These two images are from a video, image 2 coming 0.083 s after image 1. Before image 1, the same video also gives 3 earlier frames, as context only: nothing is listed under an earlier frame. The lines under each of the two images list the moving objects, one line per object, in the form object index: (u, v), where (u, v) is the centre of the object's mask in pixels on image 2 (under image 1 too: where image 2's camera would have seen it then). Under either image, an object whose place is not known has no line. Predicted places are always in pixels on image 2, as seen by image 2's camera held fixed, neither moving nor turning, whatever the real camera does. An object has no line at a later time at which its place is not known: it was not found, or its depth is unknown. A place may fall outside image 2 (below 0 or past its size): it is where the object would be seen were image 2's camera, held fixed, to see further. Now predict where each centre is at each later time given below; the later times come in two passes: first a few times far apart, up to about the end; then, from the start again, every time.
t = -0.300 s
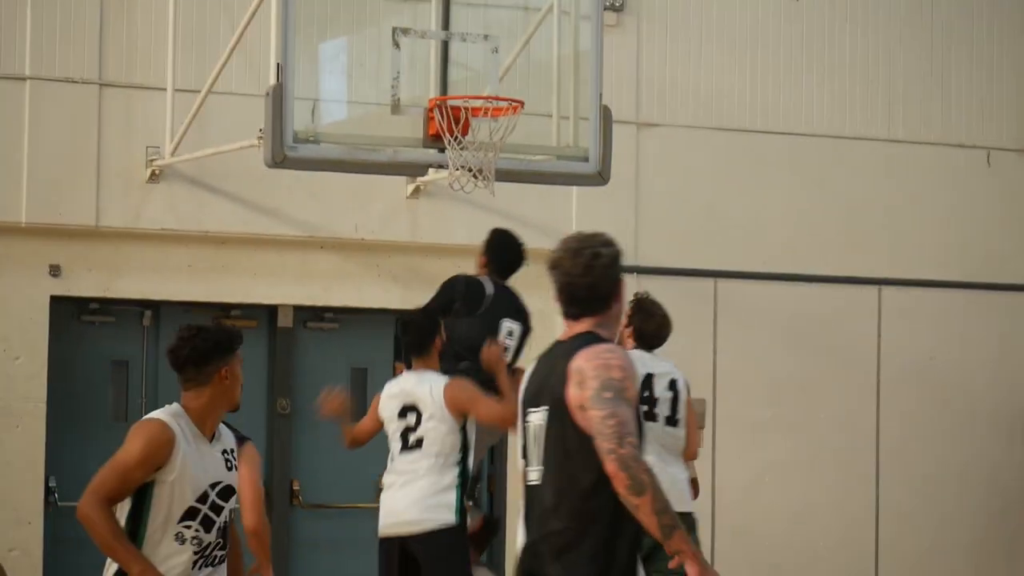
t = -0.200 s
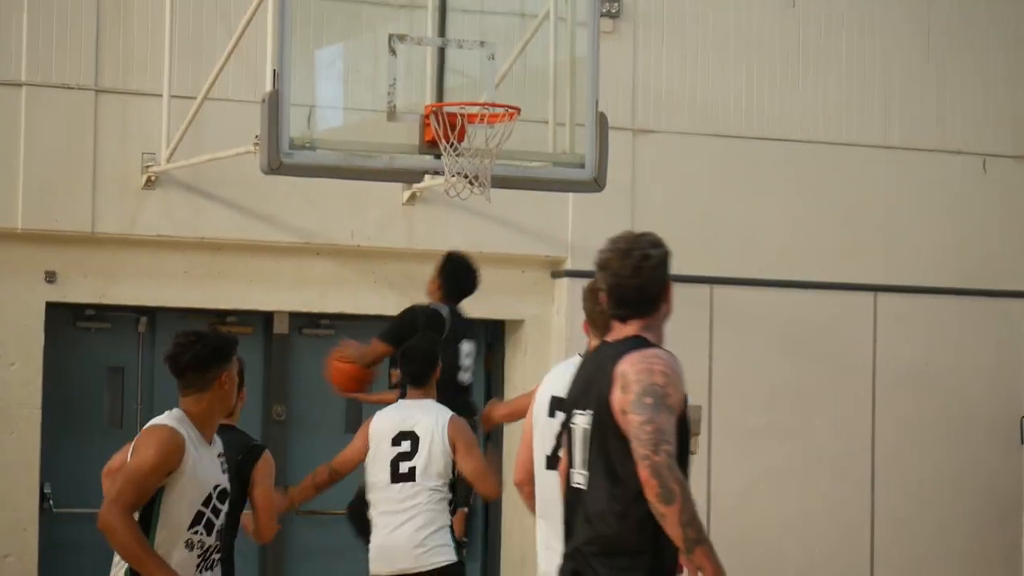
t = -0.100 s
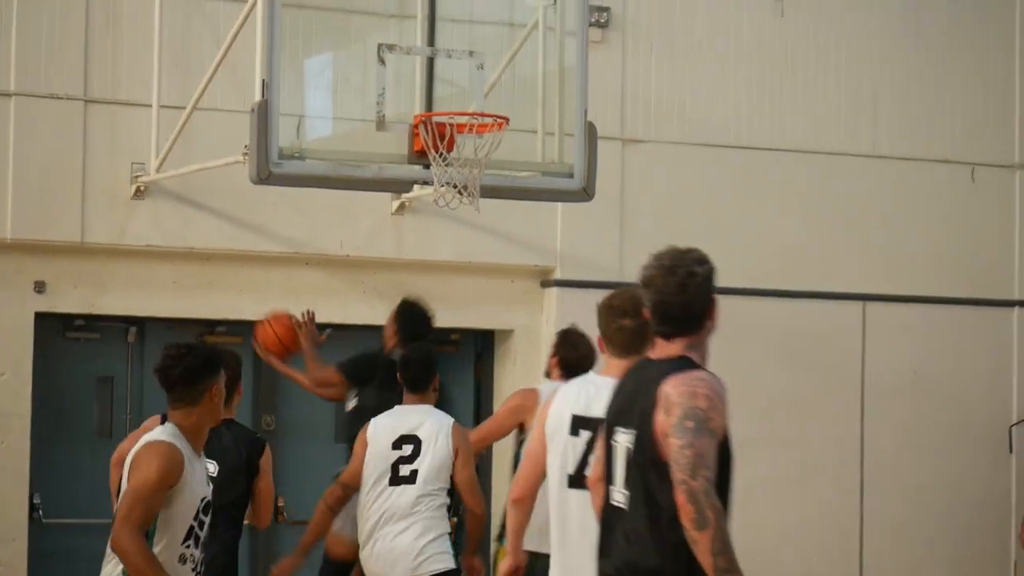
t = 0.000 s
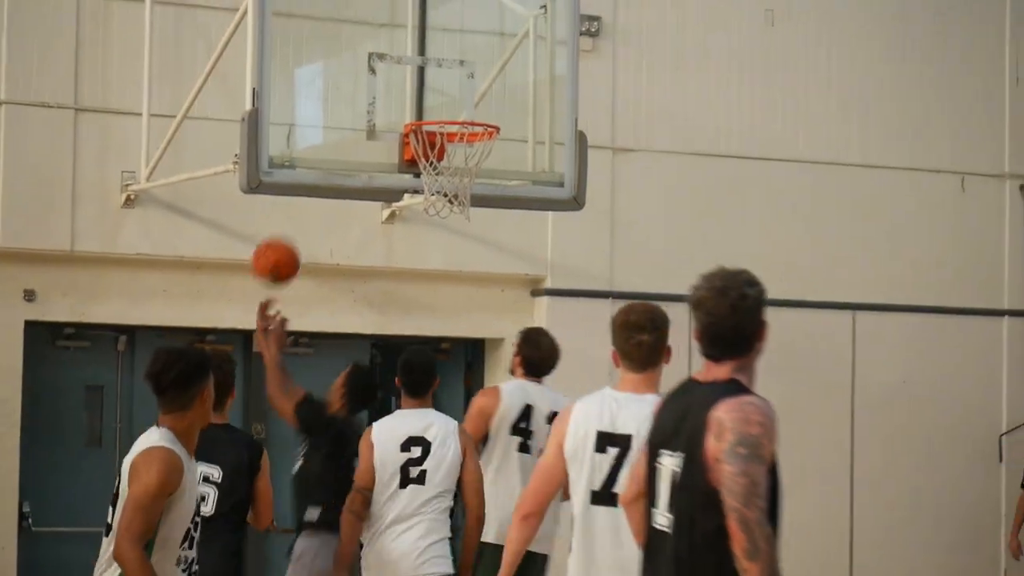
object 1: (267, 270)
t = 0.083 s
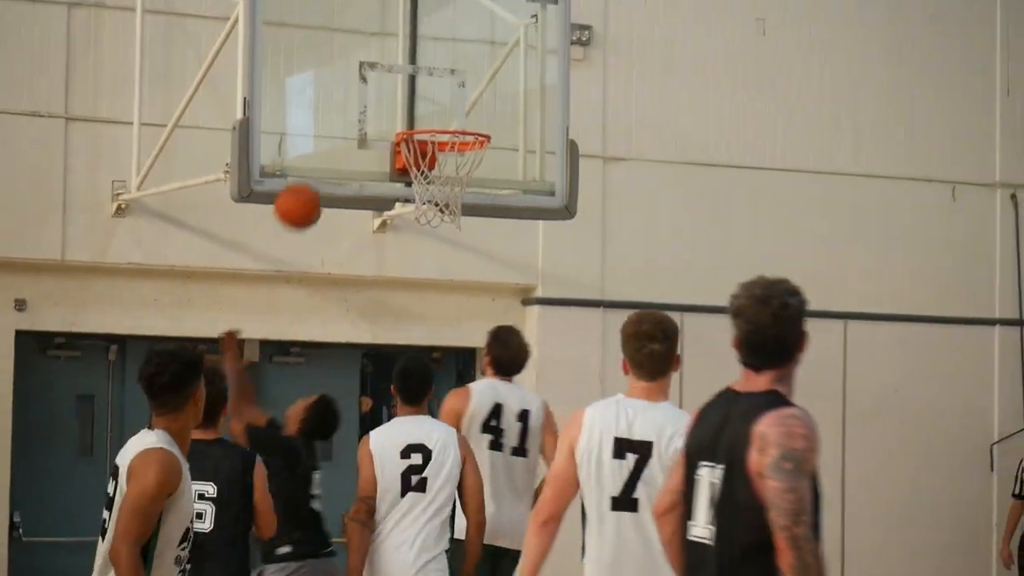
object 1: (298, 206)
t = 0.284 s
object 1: (373, 112)
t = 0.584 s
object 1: (493, 119)
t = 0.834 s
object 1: (548, 187)
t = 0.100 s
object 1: (304, 195)
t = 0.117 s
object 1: (310, 185)
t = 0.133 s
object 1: (316, 175)
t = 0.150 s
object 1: (322, 165)
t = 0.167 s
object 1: (328, 156)
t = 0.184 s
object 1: (334, 148)
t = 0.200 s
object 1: (340, 140)
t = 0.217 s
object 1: (346, 133)
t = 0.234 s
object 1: (352, 127)
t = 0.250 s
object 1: (359, 122)
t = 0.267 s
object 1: (366, 117)
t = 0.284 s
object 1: (373, 112)
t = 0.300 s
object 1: (379, 109)
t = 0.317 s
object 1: (386, 105)
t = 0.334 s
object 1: (394, 102)
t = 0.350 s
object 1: (400, 100)
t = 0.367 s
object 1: (407, 98)
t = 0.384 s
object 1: (414, 97)
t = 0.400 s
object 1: (420, 96)
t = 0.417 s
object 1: (426, 96)
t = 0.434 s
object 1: (433, 96)
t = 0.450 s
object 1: (441, 97)
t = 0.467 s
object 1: (448, 99)
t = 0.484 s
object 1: (454, 101)
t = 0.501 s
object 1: (461, 104)
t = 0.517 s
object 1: (468, 106)
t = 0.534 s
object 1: (475, 110)
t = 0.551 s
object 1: (481, 113)
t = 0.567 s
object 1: (488, 117)
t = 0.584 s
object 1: (493, 119)
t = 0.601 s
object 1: (497, 121)
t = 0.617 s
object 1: (500, 122)
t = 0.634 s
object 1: (504, 124)
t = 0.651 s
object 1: (508, 126)
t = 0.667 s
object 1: (512, 130)
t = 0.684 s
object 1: (515, 133)
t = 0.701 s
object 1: (519, 137)
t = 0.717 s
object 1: (523, 141)
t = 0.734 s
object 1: (526, 146)
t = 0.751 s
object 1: (530, 152)
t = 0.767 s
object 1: (534, 158)
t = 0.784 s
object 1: (537, 164)
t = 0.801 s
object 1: (541, 171)
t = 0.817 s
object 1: (545, 179)
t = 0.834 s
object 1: (548, 187)
